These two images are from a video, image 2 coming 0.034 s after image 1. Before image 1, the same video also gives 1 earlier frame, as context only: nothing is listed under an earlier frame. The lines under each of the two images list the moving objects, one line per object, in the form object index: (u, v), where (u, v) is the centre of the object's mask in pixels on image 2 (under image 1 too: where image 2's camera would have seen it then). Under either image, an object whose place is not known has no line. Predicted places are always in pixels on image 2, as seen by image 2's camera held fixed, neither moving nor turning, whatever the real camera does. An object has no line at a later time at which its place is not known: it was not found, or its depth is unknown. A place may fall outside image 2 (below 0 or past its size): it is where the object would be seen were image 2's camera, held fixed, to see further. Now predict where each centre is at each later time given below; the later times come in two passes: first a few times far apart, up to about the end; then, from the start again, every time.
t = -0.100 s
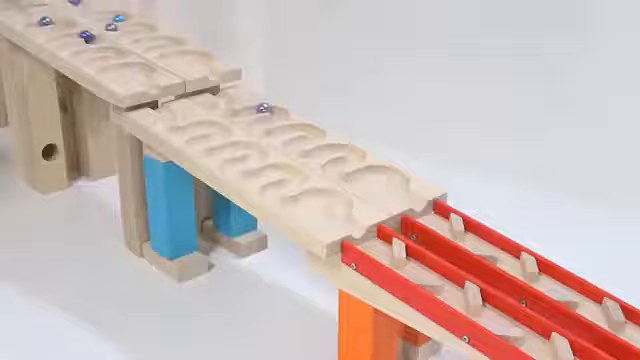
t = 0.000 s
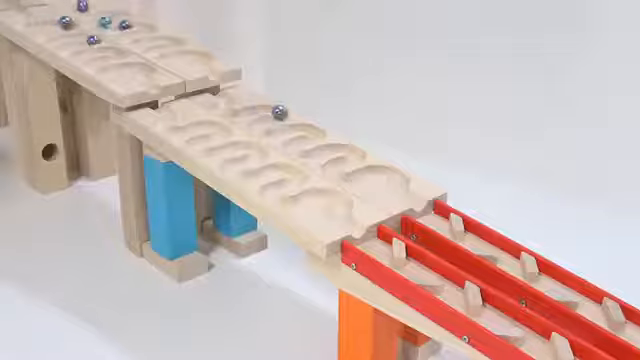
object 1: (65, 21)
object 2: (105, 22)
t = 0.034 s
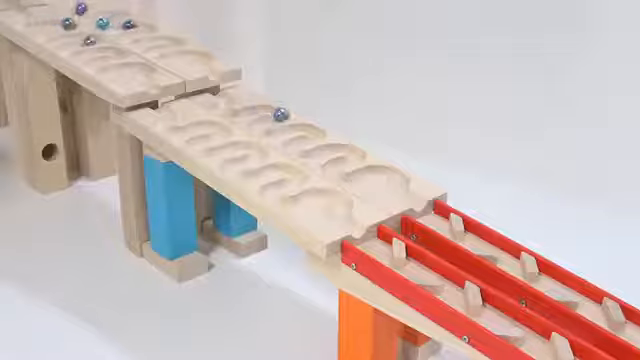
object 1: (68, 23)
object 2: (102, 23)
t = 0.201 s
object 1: (51, 29)
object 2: (112, 27)
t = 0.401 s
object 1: (51, 37)
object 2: (144, 26)
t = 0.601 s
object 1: (91, 37)
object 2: (136, 33)
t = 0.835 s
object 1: (70, 46)
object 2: (142, 41)
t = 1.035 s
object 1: (81, 52)
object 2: (175, 40)
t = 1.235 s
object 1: (118, 51)
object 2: (158, 48)
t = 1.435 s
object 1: (99, 60)
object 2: (163, 56)
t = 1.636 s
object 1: (105, 68)
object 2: (193, 53)
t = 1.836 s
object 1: (144, 67)
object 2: (200, 61)
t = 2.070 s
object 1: (145, 80)
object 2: (222, 82)
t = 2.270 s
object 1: (168, 114)
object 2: (231, 110)
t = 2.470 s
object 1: (186, 128)
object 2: (273, 118)
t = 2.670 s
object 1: (210, 123)
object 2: (273, 111)
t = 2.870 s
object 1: (217, 135)
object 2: (268, 108)
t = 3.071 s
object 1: (196, 148)
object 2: (278, 115)
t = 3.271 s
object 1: (233, 147)
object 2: (257, 128)
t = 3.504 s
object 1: (256, 156)
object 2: (287, 128)
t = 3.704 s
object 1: (236, 173)
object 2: (318, 136)
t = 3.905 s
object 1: (277, 167)
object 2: (291, 148)
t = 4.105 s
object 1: (292, 183)
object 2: (325, 150)
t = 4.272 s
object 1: (274, 198)
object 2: (356, 155)
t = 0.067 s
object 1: (68, 24)
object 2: (100, 24)
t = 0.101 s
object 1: (68, 25)
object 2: (99, 24)
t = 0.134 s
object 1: (64, 27)
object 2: (101, 25)
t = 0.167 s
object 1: (58, 27)
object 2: (106, 27)
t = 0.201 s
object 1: (51, 29)
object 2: (112, 27)
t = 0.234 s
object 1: (46, 31)
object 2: (118, 26)
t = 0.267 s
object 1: (42, 33)
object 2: (121, 26)
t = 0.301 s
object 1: (40, 34)
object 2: (124, 24)
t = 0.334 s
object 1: (40, 35)
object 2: (130, 24)
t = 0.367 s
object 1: (44, 36)
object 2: (136, 25)
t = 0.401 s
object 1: (51, 37)
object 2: (144, 26)
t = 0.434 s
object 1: (59, 37)
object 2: (148, 27)
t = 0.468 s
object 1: (64, 36)
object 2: (149, 28)
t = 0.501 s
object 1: (68, 35)
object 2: (149, 29)
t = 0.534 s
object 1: (74, 34)
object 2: (148, 29)
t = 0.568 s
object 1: (82, 34)
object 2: (143, 31)
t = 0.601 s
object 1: (91, 37)
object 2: (136, 33)
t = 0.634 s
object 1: (94, 37)
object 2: (130, 34)
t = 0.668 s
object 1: (94, 39)
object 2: (128, 36)
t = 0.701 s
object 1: (92, 39)
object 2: (125, 37)
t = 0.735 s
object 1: (87, 41)
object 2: (124, 38)
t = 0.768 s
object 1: (80, 42)
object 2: (128, 39)
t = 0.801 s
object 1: (73, 43)
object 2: (134, 41)
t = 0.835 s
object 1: (70, 46)
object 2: (142, 41)
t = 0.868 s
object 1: (67, 48)
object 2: (146, 40)
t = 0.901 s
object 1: (63, 49)
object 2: (149, 39)
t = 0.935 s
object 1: (64, 49)
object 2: (153, 38)
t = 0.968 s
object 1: (69, 51)
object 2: (161, 37)
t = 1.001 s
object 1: (75, 52)
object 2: (170, 39)
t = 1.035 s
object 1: (81, 52)
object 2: (175, 40)
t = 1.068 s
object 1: (87, 51)
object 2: (176, 42)
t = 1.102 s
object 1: (91, 50)
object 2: (176, 44)
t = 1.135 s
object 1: (95, 49)
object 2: (174, 44)
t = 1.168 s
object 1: (103, 49)
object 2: (170, 44)
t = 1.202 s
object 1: (112, 51)
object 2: (163, 46)
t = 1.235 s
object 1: (118, 51)
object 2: (158, 48)
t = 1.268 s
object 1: (119, 52)
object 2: (155, 50)
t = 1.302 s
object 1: (119, 53)
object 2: (152, 52)
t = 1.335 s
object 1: (118, 55)
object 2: (150, 52)
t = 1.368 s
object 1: (112, 56)
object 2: (151, 53)
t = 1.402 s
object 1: (105, 58)
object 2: (156, 54)
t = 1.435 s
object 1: (99, 60)
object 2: (163, 56)
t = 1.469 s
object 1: (95, 62)
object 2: (168, 55)
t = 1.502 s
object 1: (91, 64)
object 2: (173, 55)
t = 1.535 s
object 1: (89, 65)
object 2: (175, 54)
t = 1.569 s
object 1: (93, 67)
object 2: (180, 53)
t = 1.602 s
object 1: (98, 68)
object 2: (186, 52)
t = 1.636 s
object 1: (105, 68)
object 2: (193, 53)
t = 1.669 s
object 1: (112, 68)
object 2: (200, 54)
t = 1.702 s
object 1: (117, 67)
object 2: (203, 56)
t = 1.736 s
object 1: (121, 65)
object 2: (205, 58)
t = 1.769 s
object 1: (127, 65)
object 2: (206, 58)
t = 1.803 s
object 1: (137, 64)
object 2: (204, 59)
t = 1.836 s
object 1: (144, 67)
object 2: (200, 61)
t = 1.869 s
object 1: (148, 68)
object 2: (200, 62)
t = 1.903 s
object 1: (148, 70)
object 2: (202, 65)
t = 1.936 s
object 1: (146, 71)
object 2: (204, 66)
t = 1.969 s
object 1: (143, 73)
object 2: (206, 68)
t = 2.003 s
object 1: (140, 75)
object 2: (210, 70)
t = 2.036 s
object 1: (142, 78)
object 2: (216, 72)
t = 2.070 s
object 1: (145, 80)
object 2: (222, 82)
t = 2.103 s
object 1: (148, 82)
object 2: (225, 94)
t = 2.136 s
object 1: (152, 86)
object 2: (227, 102)
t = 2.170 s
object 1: (158, 90)
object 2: (225, 104)
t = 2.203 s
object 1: (165, 107)
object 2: (222, 109)
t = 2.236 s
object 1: (166, 108)
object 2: (224, 108)
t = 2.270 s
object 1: (168, 114)
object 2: (231, 110)
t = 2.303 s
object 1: (164, 117)
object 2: (237, 111)
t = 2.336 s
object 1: (165, 125)
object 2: (244, 111)
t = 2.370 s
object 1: (172, 128)
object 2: (250, 111)
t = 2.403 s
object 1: (177, 128)
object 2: (257, 112)
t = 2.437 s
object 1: (182, 129)
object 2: (265, 118)
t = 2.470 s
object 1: (186, 128)
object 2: (273, 118)
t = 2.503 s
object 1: (192, 127)
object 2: (277, 117)
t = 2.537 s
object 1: (198, 125)
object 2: (278, 117)
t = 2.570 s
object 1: (199, 125)
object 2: (280, 115)
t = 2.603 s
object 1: (201, 123)
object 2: (280, 112)
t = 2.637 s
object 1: (204, 124)
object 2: (277, 112)
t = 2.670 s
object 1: (210, 123)
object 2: (273, 111)
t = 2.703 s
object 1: (216, 126)
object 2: (271, 110)
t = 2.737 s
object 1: (220, 126)
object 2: (270, 109)
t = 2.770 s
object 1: (222, 129)
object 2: (268, 109)
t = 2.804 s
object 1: (224, 131)
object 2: (268, 109)
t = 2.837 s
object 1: (223, 133)
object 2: (267, 109)
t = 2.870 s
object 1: (217, 135)
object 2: (268, 108)
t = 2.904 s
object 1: (211, 137)
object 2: (271, 109)
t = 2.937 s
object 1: (206, 139)
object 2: (274, 111)
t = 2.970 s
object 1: (200, 142)
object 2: (277, 112)
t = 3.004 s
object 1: (194, 143)
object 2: (279, 112)
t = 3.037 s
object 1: (193, 145)
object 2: (280, 113)
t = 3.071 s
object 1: (196, 148)
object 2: (278, 115)
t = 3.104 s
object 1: (199, 150)
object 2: (275, 118)
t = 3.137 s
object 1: (204, 151)
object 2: (267, 120)
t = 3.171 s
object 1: (212, 151)
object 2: (262, 121)
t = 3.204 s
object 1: (220, 150)
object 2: (258, 123)
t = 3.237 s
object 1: (226, 149)
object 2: (256, 126)
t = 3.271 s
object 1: (233, 147)
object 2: (257, 128)
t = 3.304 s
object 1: (237, 145)
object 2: (258, 129)
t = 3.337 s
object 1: (244, 144)
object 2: (262, 131)
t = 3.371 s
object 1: (251, 146)
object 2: (268, 132)
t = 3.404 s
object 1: (257, 149)
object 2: (276, 133)
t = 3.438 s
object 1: (261, 151)
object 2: (280, 131)
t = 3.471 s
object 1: (260, 153)
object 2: (283, 130)
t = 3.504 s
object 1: (256, 156)
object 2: (287, 128)
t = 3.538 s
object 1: (248, 159)
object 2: (295, 128)
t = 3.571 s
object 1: (239, 163)
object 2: (302, 127)
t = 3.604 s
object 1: (231, 165)
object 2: (311, 128)
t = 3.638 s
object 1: (229, 167)
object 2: (314, 130)
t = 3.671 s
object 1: (231, 170)
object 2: (316, 134)
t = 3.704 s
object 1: (236, 173)
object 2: (318, 136)
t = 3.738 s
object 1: (241, 175)
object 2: (315, 137)
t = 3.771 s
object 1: (249, 175)
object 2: (309, 138)
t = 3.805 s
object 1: (258, 174)
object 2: (301, 141)
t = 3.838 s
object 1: (265, 172)
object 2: (296, 144)
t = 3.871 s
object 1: (271, 170)
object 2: (292, 147)
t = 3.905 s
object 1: (277, 167)
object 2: (291, 148)
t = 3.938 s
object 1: (283, 167)
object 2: (294, 150)
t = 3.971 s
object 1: (291, 170)
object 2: (301, 153)
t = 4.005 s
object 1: (298, 173)
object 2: (310, 154)
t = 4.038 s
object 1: (300, 176)
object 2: (317, 153)
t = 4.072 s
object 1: (297, 179)
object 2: (321, 152)
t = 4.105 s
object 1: (292, 183)
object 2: (325, 150)
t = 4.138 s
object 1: (285, 185)
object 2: (330, 148)
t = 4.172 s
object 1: (276, 188)
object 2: (340, 147)
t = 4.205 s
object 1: (269, 189)
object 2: (349, 149)
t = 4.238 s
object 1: (269, 193)
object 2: (355, 152)
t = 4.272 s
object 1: (274, 198)
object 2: (356, 155)
